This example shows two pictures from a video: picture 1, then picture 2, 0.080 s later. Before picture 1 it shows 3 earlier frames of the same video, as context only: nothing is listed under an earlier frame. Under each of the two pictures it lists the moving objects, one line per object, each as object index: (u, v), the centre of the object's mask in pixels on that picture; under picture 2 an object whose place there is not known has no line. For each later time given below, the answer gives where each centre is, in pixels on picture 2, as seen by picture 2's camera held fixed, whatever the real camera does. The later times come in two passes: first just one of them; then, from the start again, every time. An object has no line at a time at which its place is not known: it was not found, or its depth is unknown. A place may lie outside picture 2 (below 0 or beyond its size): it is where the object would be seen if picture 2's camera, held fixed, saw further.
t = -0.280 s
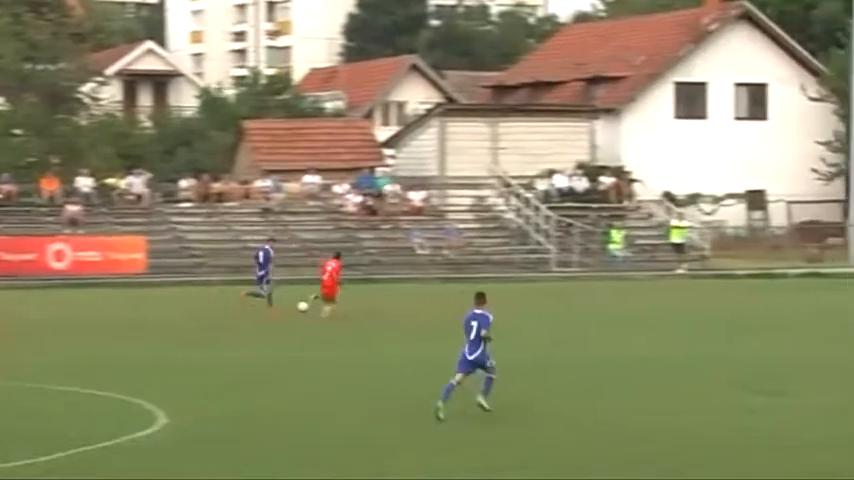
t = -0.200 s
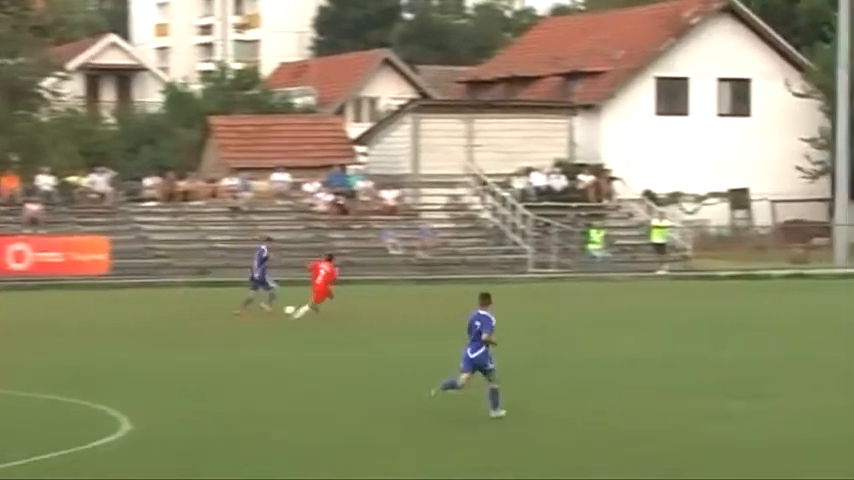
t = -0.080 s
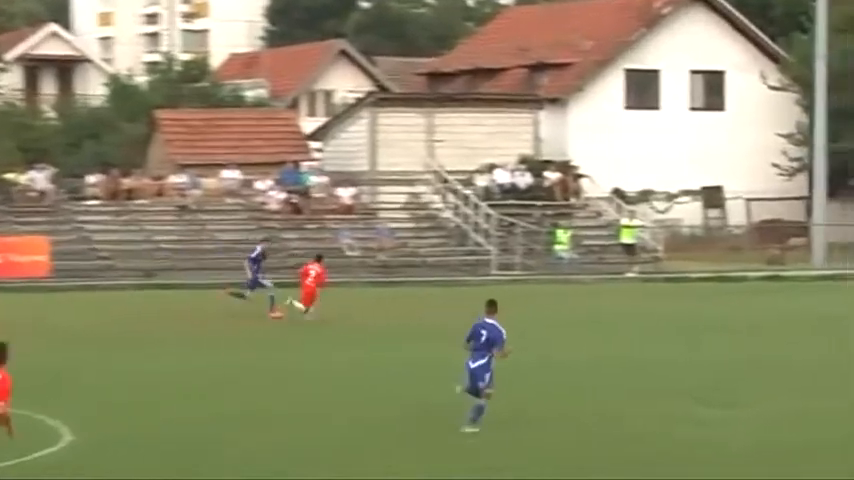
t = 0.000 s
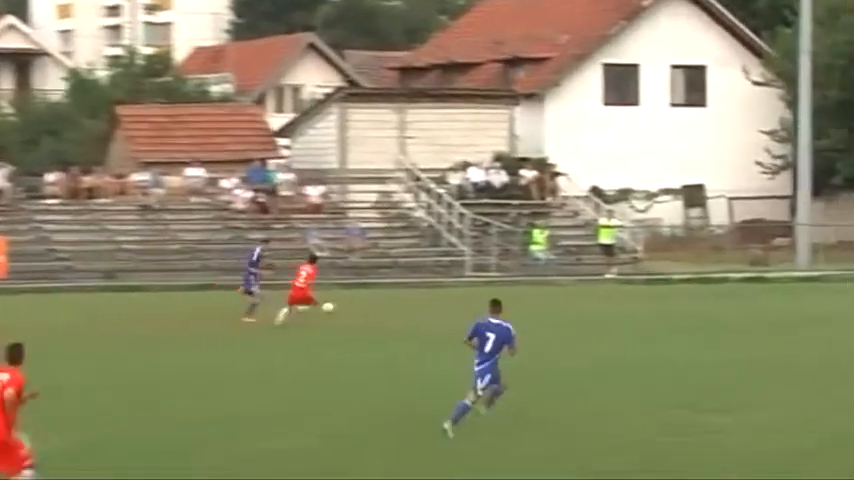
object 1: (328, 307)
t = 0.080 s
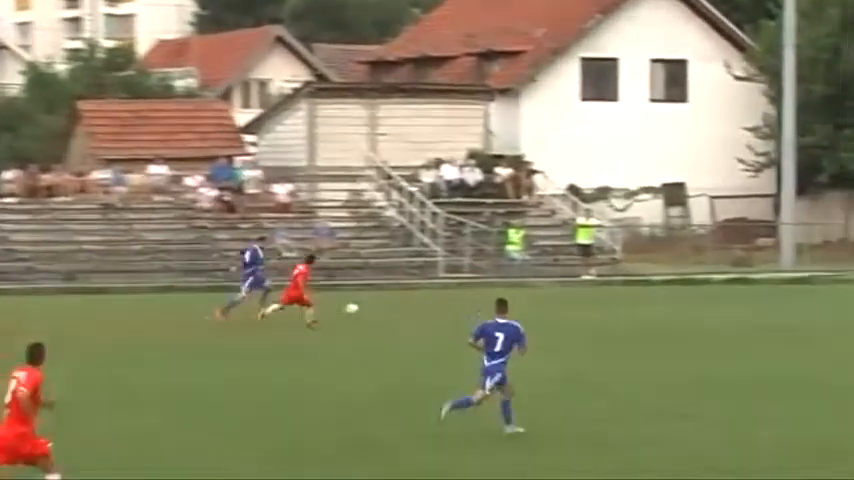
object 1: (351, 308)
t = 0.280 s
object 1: (486, 314)
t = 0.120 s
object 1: (379, 308)
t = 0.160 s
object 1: (405, 309)
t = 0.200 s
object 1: (433, 310)
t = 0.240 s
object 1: (459, 311)
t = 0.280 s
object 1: (486, 314)
